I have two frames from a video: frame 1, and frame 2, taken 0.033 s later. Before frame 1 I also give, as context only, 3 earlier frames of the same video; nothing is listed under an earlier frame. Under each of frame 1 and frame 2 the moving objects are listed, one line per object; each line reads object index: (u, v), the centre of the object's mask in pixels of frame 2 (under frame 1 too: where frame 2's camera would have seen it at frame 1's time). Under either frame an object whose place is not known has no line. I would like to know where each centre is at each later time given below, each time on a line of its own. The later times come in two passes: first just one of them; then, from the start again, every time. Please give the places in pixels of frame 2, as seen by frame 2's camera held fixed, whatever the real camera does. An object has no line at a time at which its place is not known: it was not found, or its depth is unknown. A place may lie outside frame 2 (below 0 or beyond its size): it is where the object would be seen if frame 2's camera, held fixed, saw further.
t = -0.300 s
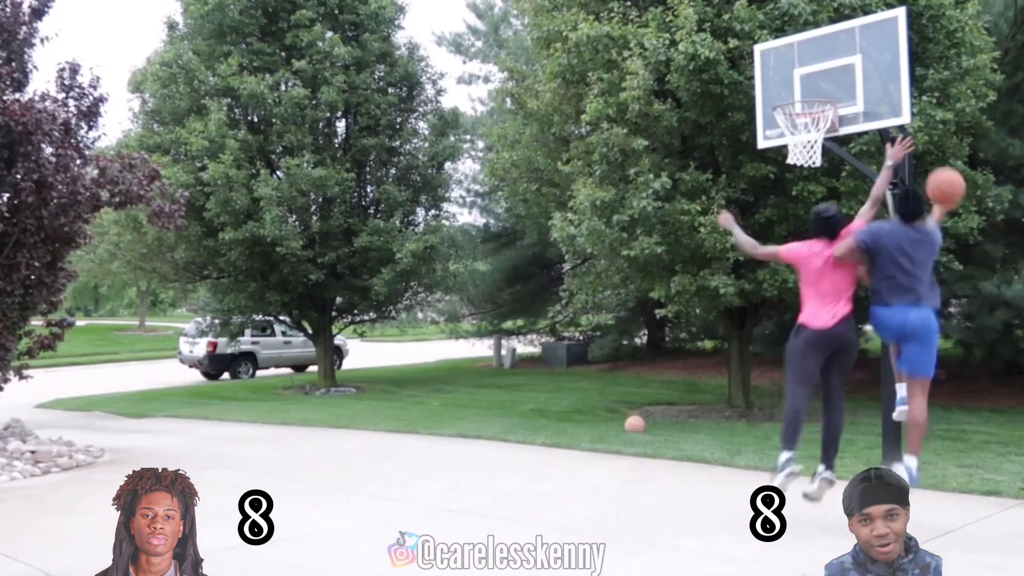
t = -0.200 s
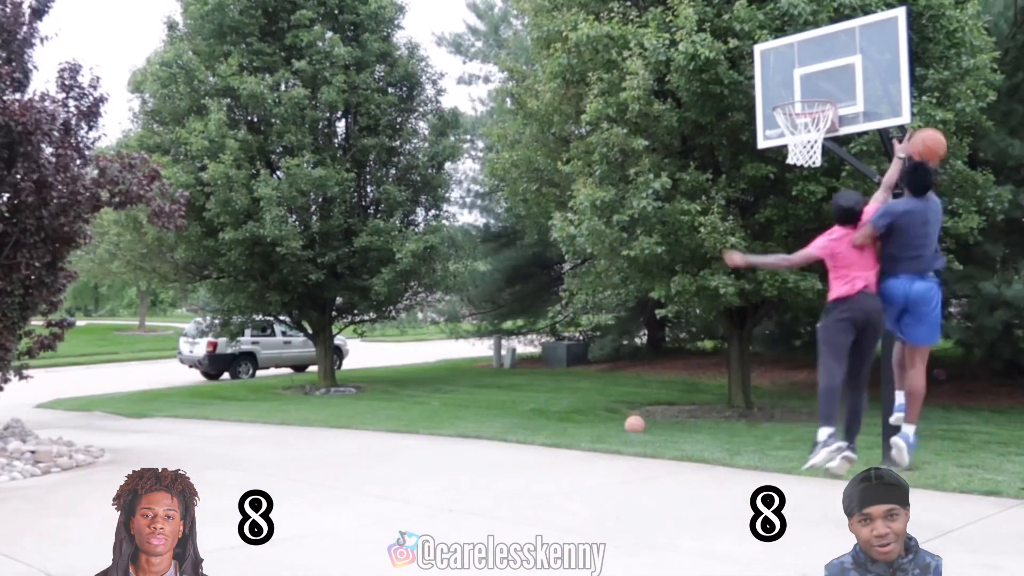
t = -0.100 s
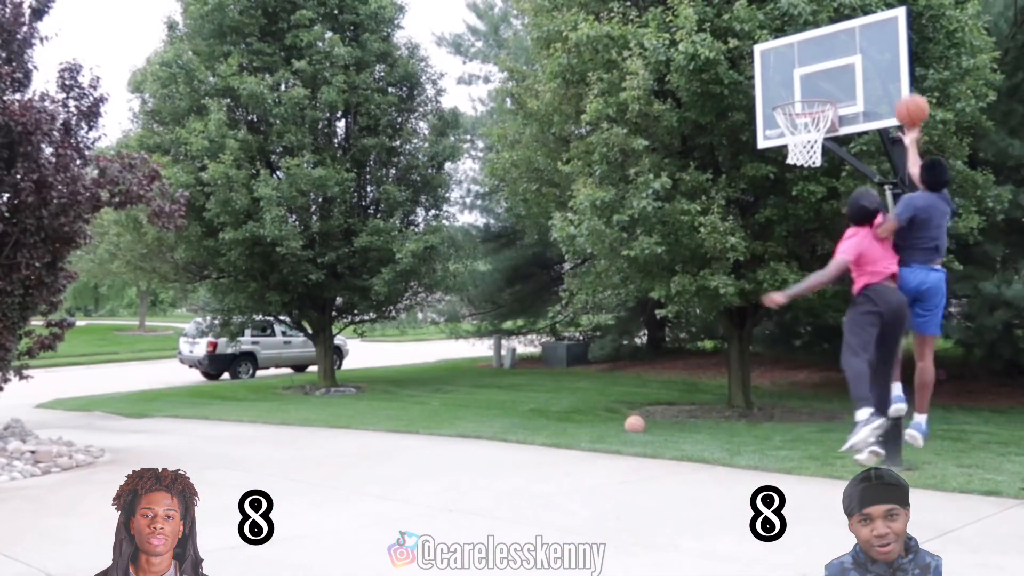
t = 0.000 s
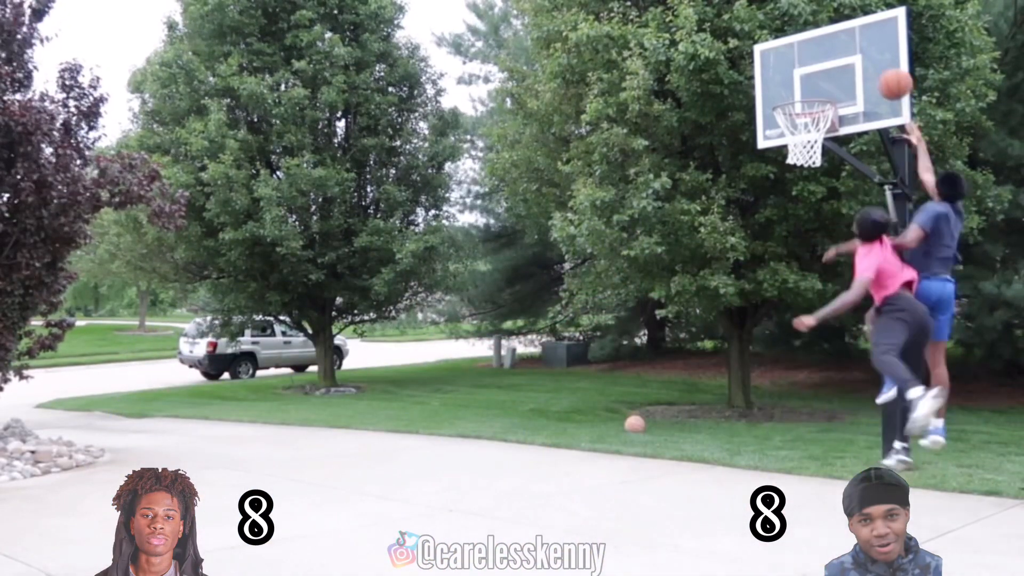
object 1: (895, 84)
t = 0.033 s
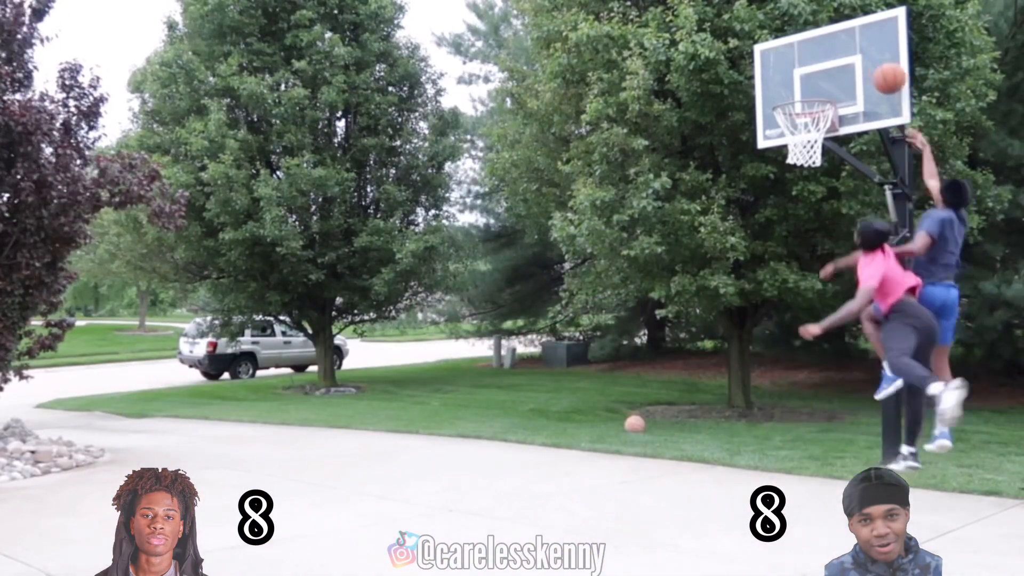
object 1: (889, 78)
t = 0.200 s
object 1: (863, 66)
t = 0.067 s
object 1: (885, 74)
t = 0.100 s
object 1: (881, 72)
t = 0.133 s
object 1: (875, 69)
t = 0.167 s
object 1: (869, 67)
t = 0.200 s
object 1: (863, 66)
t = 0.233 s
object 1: (857, 66)
